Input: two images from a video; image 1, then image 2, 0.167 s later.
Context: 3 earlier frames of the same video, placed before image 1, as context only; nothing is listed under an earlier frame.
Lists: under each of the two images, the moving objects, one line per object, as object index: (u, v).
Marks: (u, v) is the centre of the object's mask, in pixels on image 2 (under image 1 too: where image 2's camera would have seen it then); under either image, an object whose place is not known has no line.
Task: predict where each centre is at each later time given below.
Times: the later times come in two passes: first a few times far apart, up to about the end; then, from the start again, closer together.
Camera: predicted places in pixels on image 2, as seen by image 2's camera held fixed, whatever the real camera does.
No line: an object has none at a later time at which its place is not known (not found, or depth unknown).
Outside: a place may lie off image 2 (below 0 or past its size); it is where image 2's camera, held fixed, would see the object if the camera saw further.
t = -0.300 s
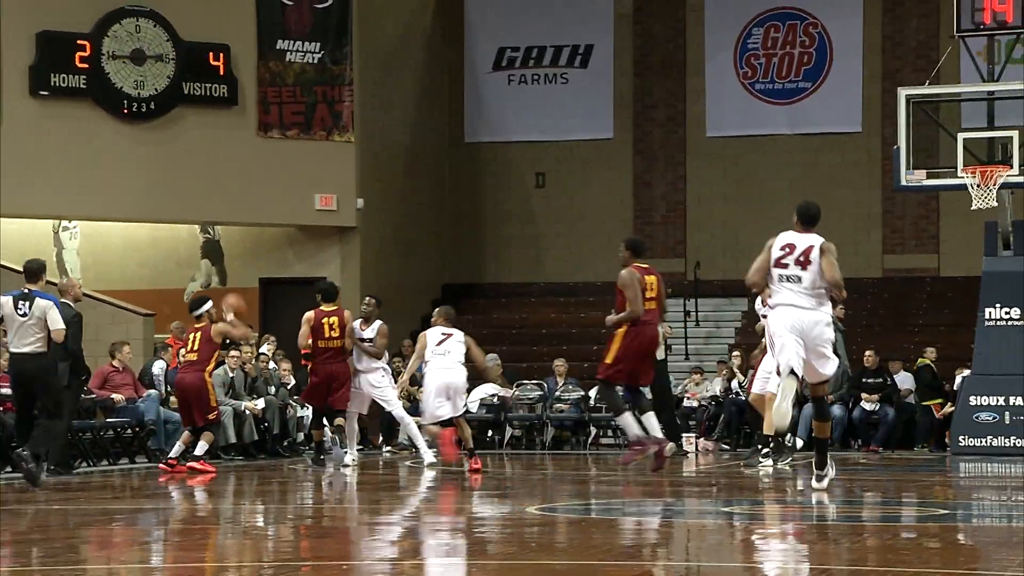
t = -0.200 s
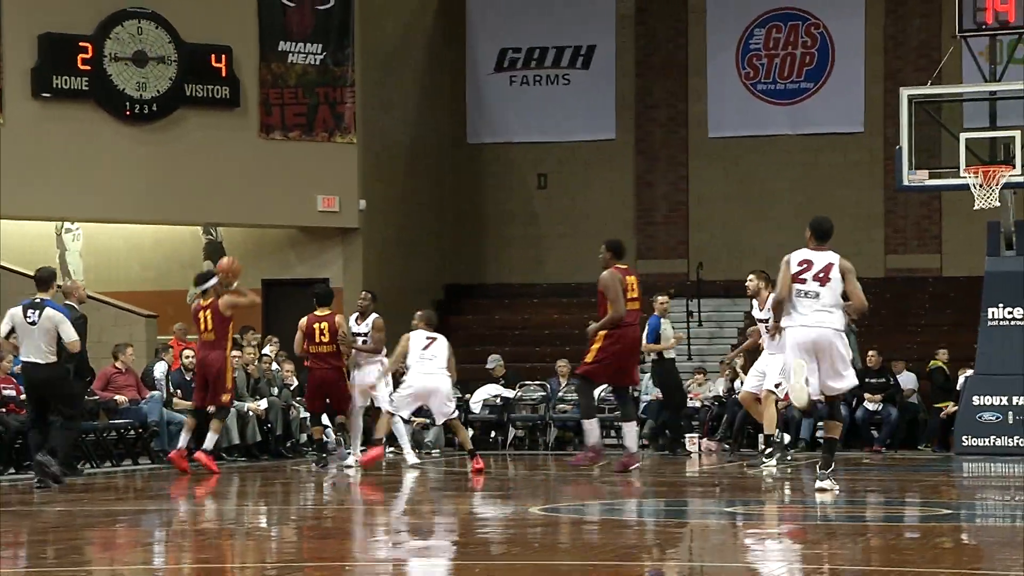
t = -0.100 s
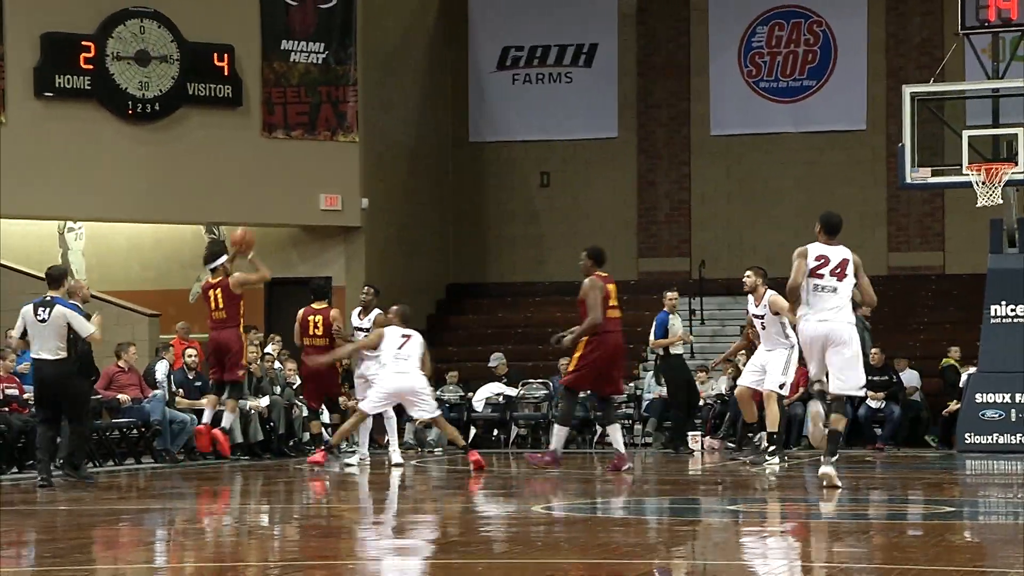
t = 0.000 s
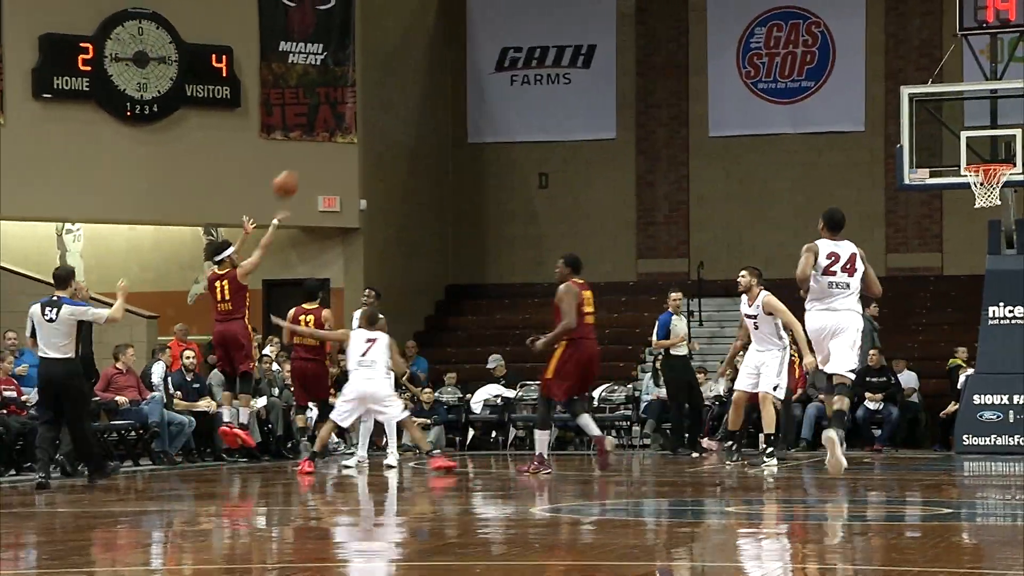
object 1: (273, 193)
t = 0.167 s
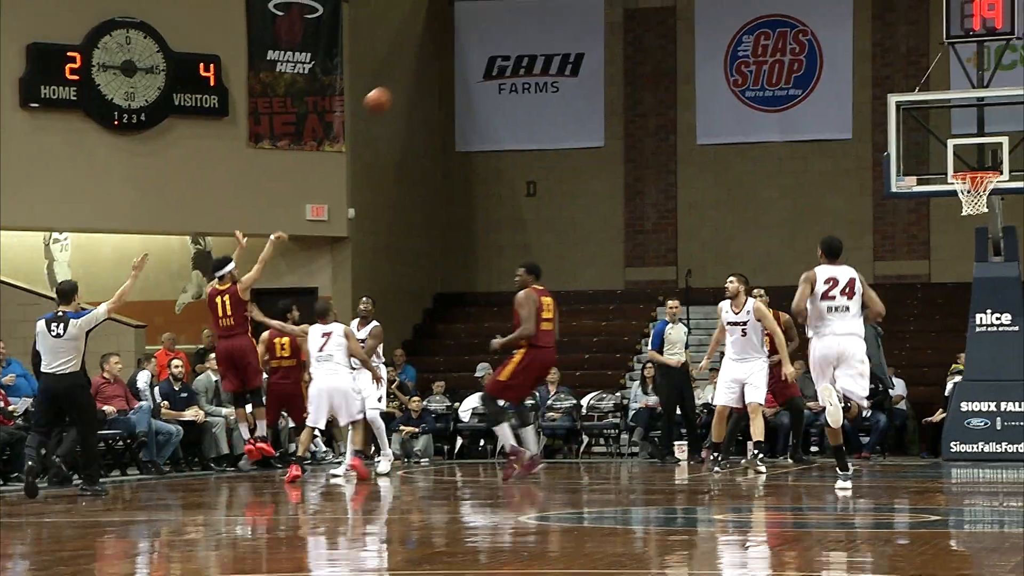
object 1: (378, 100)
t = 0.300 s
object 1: (458, 48)
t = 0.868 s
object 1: (775, 20)
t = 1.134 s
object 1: (914, 111)
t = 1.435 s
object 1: (1006, 208)
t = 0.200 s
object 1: (398, 85)
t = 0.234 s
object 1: (419, 71)
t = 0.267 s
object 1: (439, 60)
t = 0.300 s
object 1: (458, 48)
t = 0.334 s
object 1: (479, 37)
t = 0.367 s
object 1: (499, 28)
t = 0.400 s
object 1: (519, 19)
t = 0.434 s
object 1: (539, 12)
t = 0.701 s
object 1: (688, -4)
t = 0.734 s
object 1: (705, -2)
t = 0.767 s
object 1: (724, 2)
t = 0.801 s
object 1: (741, 7)
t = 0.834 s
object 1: (759, 12)
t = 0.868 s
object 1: (775, 20)
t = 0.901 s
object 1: (793, 28)
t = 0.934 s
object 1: (810, 37)
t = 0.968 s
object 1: (828, 46)
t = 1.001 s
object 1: (845, 57)
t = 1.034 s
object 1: (862, 70)
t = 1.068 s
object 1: (879, 82)
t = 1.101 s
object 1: (896, 95)
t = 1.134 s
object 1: (914, 111)
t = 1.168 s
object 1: (930, 124)
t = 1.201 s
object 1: (947, 140)
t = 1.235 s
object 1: (965, 158)
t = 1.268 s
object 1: (980, 178)
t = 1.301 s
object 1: (995, 192)
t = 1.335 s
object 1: (1000, 196)
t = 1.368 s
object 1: (1001, 199)
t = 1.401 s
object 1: (1004, 203)
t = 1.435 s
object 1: (1006, 208)
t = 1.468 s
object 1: (1008, 214)
